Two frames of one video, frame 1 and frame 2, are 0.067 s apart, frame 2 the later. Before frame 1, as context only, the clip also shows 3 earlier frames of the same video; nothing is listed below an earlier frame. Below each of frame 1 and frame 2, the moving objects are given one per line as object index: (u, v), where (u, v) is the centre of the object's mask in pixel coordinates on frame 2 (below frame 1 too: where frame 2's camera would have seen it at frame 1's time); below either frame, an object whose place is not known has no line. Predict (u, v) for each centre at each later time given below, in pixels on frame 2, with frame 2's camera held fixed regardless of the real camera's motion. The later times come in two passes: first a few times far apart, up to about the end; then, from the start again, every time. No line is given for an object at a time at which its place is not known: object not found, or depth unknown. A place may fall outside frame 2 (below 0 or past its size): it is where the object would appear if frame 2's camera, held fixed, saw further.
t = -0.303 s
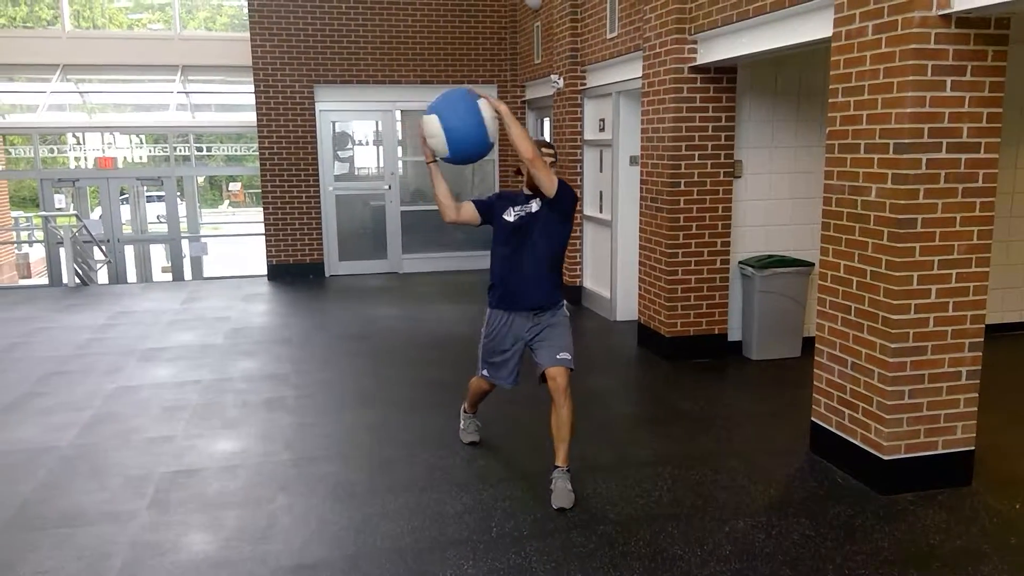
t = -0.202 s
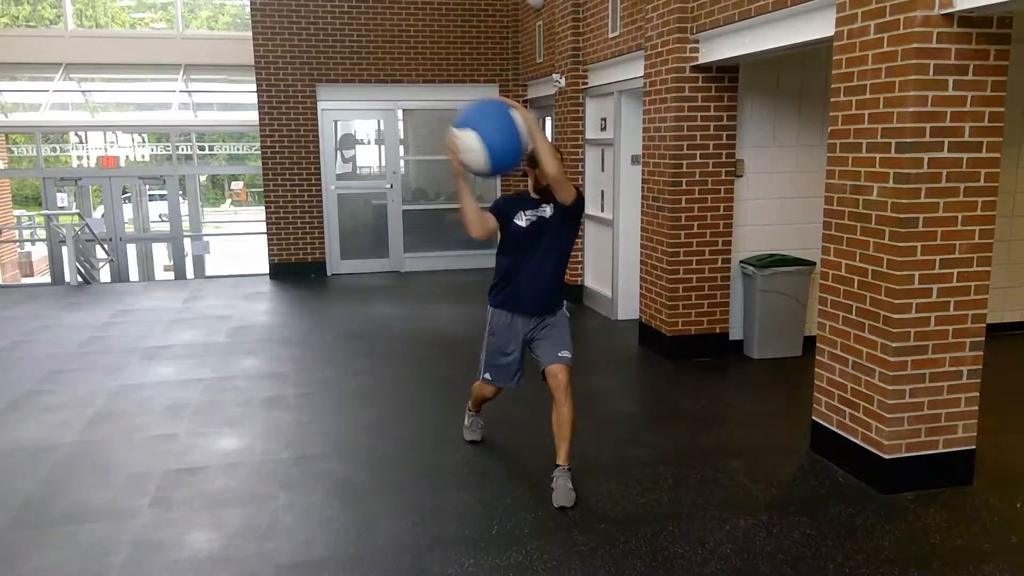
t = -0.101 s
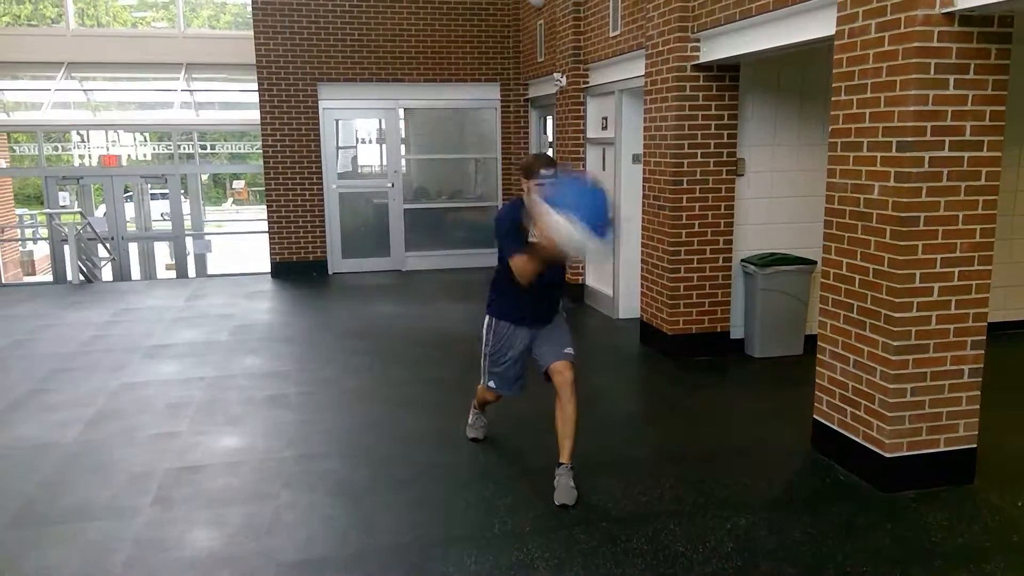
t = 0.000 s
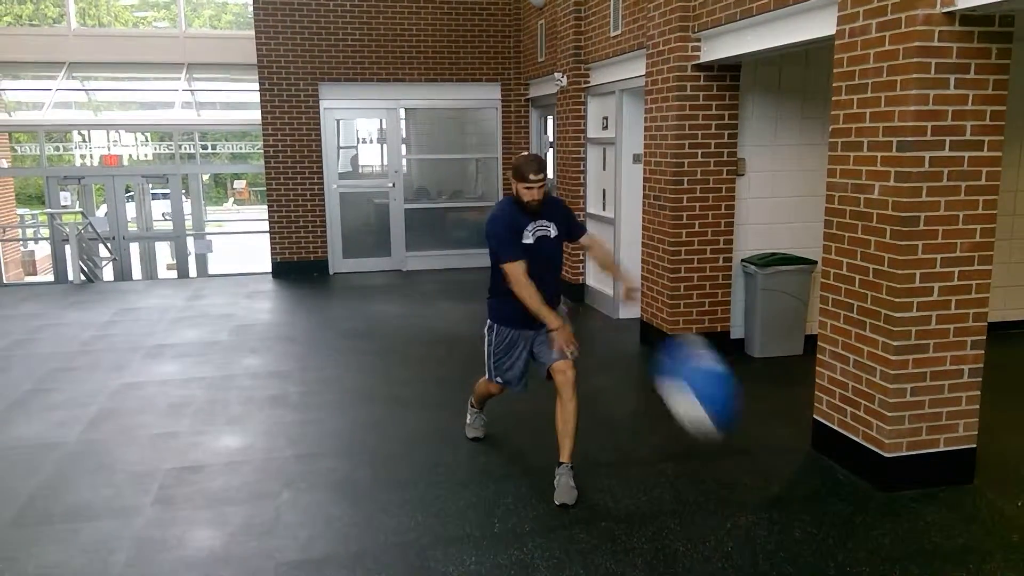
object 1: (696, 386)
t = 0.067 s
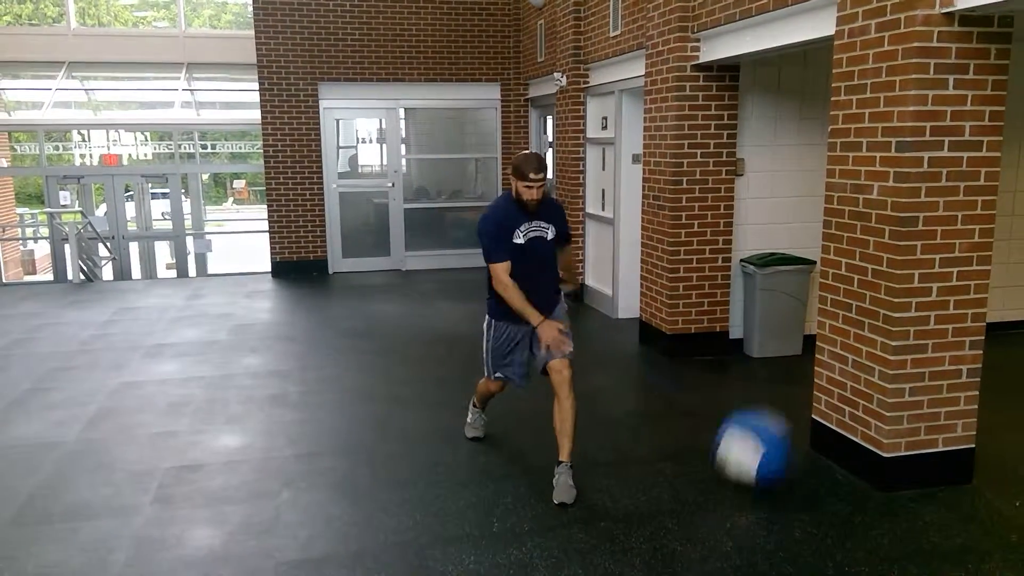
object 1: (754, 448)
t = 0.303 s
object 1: (809, 303)
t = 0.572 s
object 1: (729, 279)
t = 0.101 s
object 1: (769, 419)
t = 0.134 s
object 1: (785, 394)
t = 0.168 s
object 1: (803, 369)
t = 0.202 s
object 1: (820, 348)
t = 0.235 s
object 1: (827, 330)
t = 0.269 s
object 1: (819, 317)
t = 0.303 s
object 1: (809, 303)
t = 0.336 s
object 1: (799, 293)
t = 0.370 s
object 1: (789, 285)
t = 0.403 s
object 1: (780, 278)
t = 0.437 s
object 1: (770, 274)
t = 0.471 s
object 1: (760, 271)
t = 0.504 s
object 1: (750, 272)
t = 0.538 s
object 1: (740, 274)
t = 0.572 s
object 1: (729, 279)
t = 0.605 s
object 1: (719, 284)
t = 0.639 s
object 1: (709, 293)
